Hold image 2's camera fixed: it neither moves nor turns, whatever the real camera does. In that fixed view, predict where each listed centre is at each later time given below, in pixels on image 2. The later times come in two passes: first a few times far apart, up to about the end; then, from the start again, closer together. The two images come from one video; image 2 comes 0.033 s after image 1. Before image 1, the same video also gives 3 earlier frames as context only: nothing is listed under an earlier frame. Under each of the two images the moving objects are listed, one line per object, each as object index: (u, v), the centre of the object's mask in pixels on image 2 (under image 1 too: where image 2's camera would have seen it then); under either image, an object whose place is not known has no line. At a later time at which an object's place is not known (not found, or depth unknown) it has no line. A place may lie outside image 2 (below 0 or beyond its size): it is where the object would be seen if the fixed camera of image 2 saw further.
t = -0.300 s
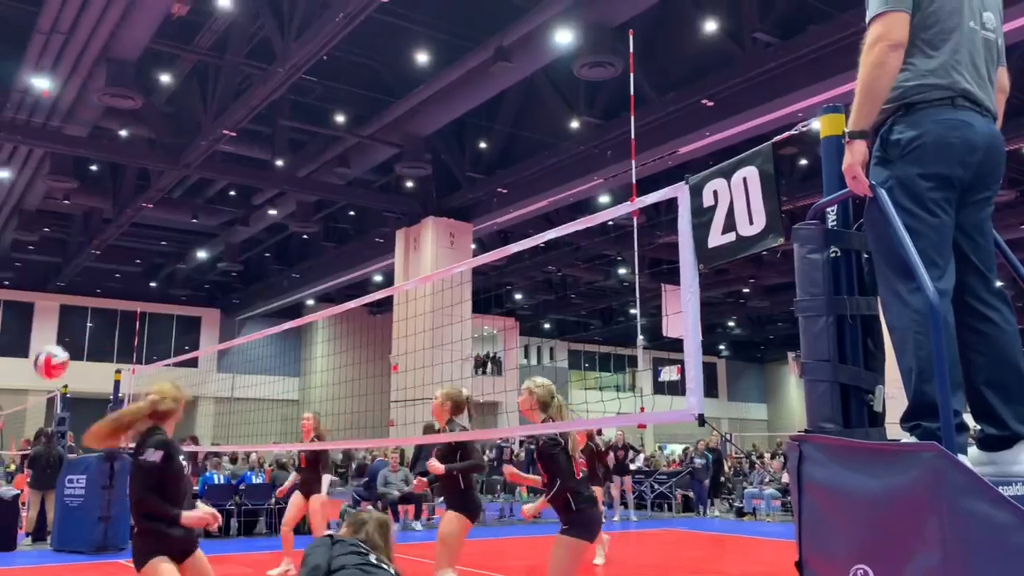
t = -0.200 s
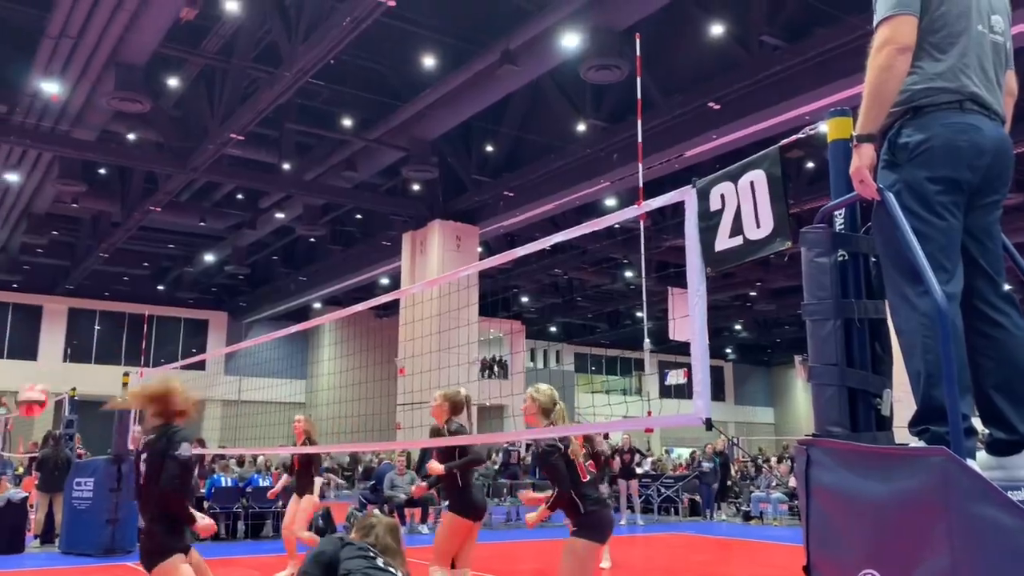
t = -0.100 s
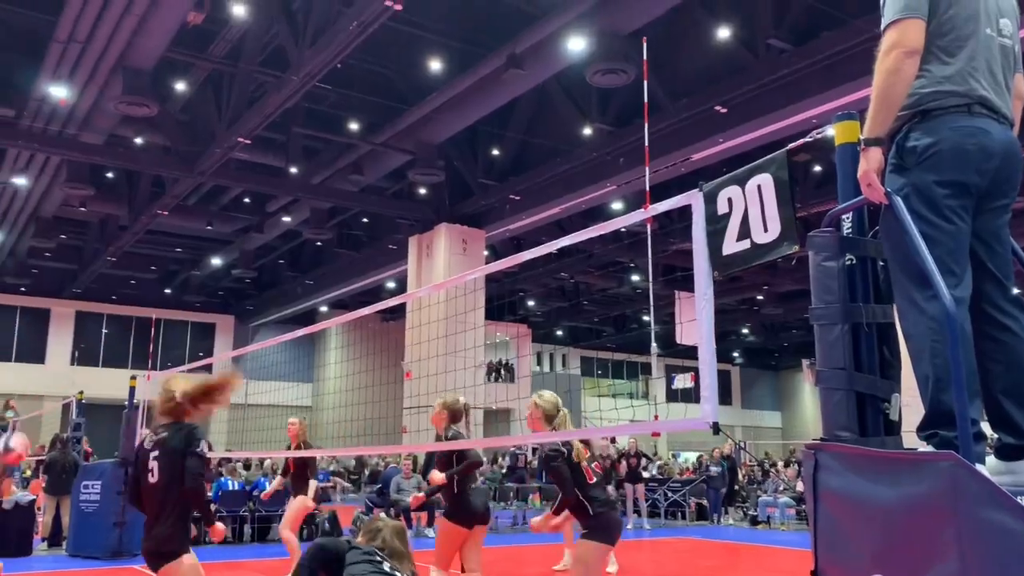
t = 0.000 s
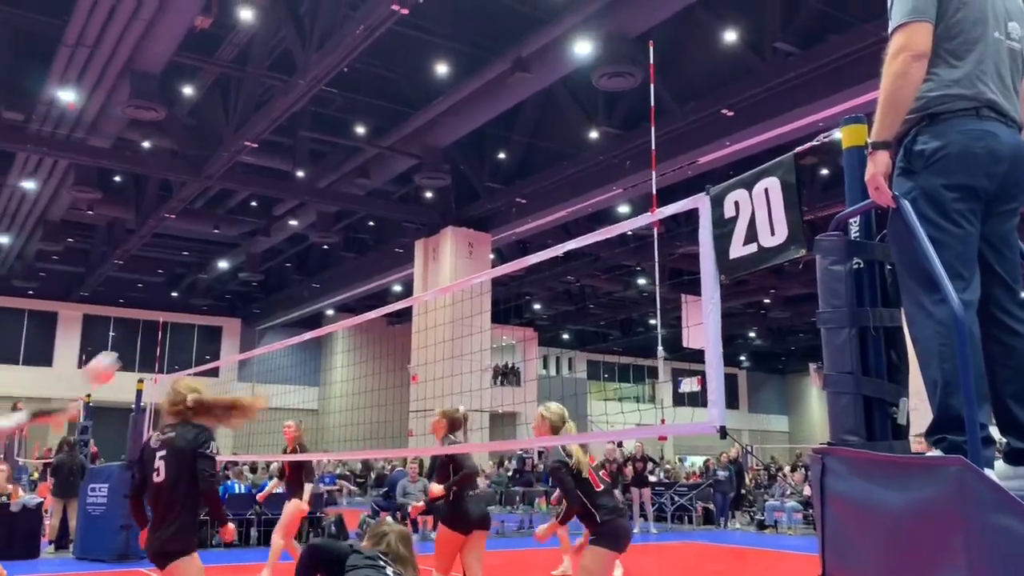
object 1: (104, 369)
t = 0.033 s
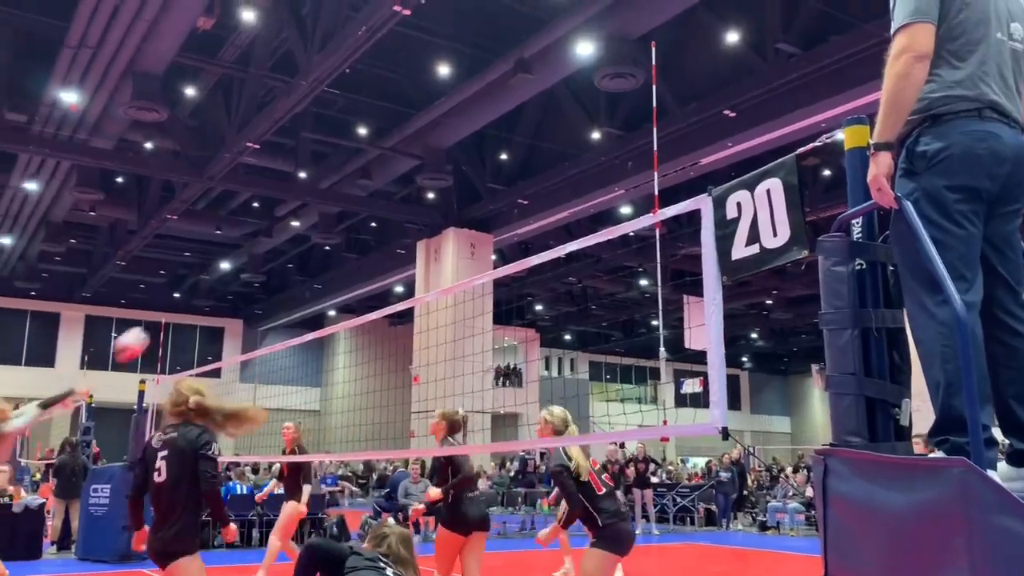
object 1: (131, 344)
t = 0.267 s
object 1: (284, 230)
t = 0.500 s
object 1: (393, 194)
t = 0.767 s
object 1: (485, 219)
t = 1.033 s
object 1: (557, 294)
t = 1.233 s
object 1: (601, 376)
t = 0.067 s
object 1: (156, 321)
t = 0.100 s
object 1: (181, 300)
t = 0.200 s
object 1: (246, 252)
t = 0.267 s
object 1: (284, 230)
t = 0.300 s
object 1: (302, 220)
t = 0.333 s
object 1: (319, 213)
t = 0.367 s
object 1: (335, 207)
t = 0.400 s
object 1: (351, 202)
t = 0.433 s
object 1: (365, 198)
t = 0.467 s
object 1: (379, 196)
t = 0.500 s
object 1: (393, 194)
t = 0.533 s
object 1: (405, 194)
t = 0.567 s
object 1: (418, 195)
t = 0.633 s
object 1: (441, 199)
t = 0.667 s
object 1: (453, 203)
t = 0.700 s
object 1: (464, 207)
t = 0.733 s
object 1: (474, 213)
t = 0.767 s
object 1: (485, 219)
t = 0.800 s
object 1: (495, 225)
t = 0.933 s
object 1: (531, 258)
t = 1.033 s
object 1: (557, 294)
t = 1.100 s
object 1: (572, 319)
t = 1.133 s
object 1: (580, 333)
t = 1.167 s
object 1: (588, 347)
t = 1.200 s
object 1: (594, 362)
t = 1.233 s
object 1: (601, 376)
